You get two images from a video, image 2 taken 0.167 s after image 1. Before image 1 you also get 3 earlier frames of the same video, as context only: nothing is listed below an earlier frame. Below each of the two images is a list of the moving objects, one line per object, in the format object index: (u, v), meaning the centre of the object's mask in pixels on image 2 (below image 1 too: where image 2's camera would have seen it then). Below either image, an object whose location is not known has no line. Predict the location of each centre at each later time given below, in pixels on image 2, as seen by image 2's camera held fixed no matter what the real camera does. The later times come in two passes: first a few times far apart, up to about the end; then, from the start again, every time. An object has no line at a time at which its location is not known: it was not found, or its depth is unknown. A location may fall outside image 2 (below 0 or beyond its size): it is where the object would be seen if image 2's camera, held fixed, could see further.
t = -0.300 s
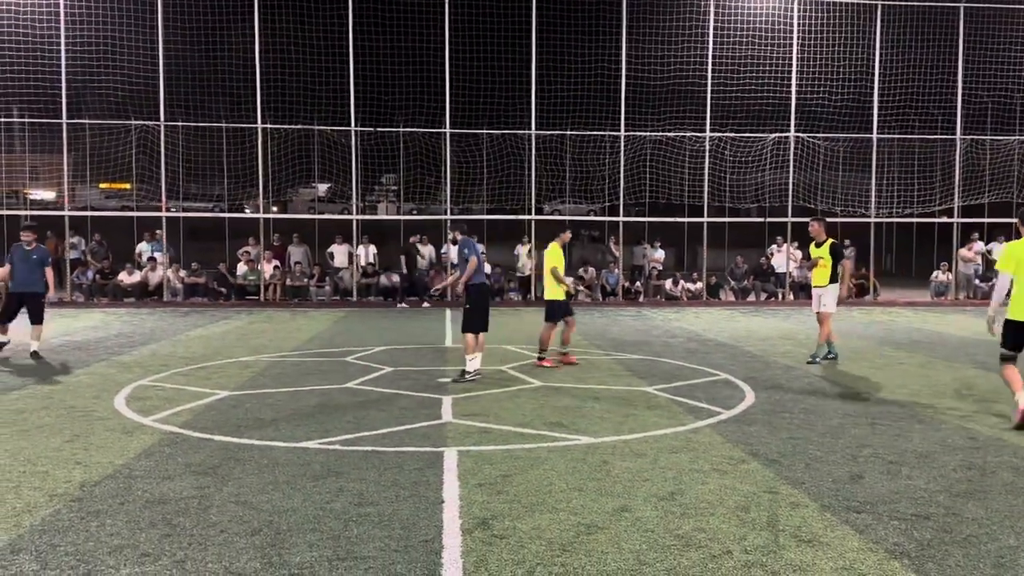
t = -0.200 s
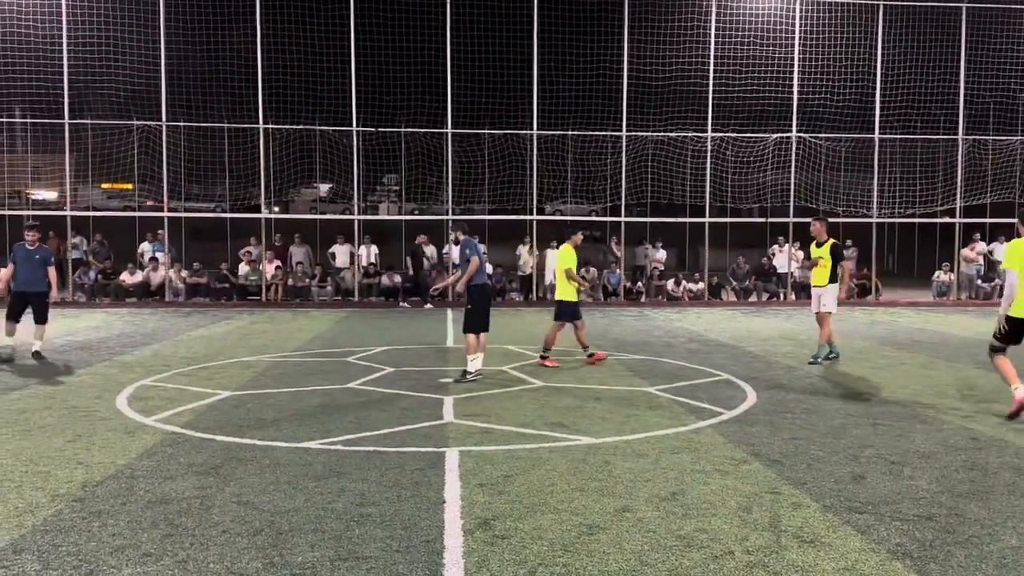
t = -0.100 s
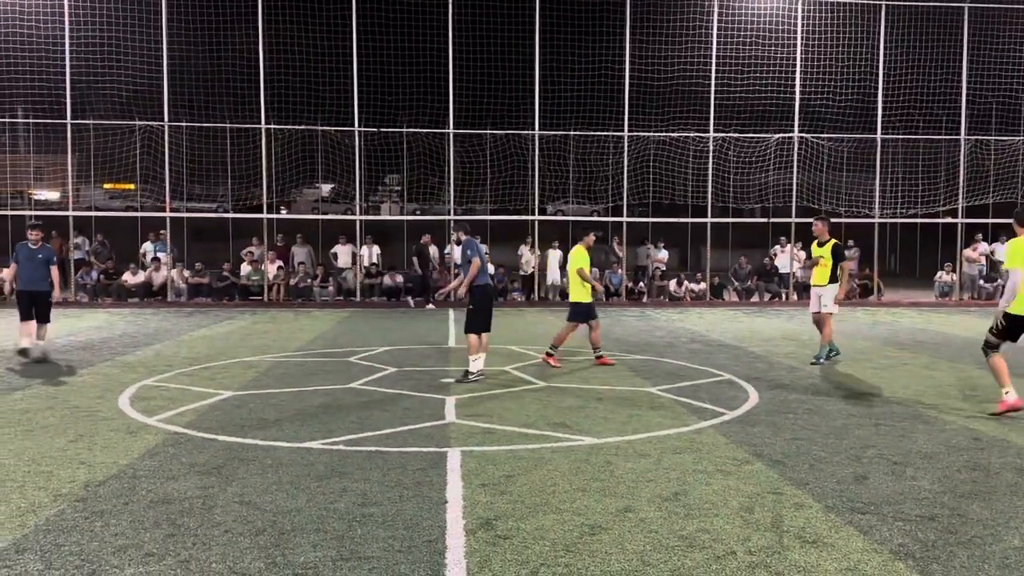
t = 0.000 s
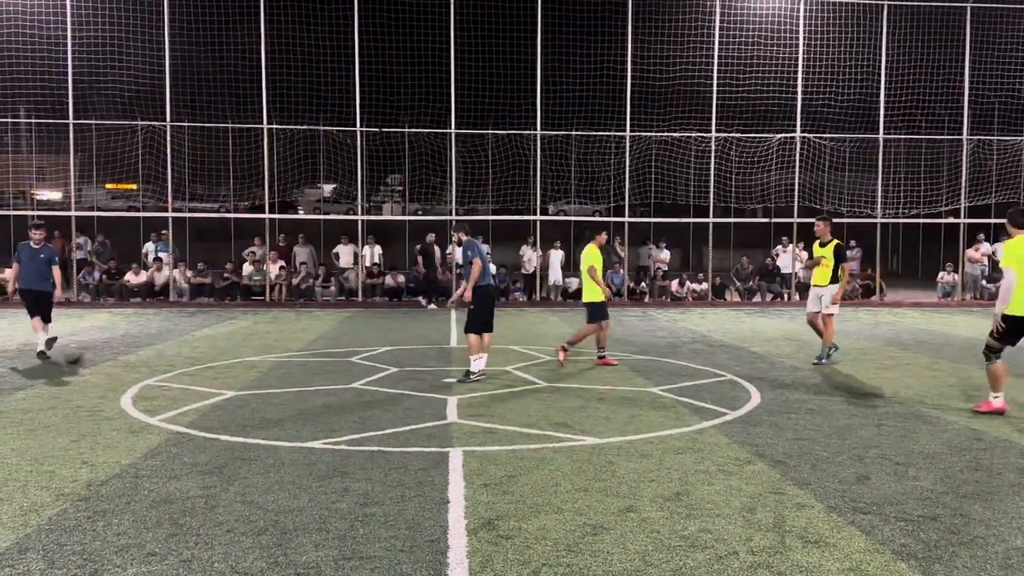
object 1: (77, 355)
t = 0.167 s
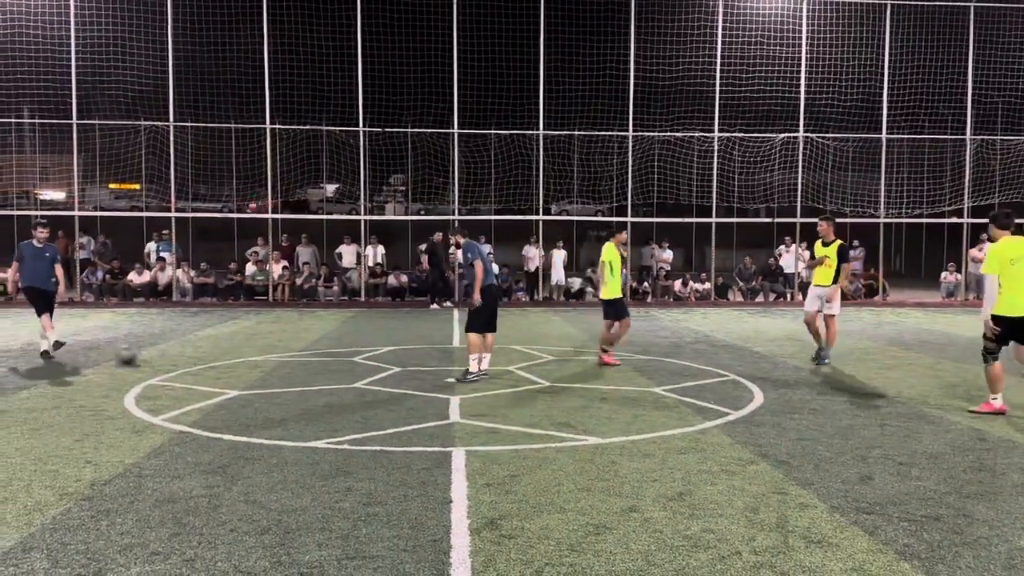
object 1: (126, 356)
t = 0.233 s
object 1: (146, 355)
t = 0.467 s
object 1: (210, 356)
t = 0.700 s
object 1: (276, 357)
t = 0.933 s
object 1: (339, 357)
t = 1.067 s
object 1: (372, 358)
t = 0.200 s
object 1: (136, 354)
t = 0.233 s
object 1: (146, 355)
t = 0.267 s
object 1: (154, 355)
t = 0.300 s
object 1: (164, 354)
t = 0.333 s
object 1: (173, 355)
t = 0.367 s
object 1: (182, 356)
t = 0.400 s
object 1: (192, 355)
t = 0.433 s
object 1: (201, 355)
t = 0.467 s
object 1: (210, 356)
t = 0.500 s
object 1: (220, 356)
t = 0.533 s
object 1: (230, 356)
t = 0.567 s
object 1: (238, 356)
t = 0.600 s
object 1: (249, 356)
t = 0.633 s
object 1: (257, 357)
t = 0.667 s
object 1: (266, 356)
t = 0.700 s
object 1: (276, 357)
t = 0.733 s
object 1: (285, 357)
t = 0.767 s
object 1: (293, 357)
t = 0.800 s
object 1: (303, 358)
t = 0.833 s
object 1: (312, 357)
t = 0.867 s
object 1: (320, 357)
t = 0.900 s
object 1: (330, 358)
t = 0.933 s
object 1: (339, 357)
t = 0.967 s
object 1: (347, 358)
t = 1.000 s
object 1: (356, 358)
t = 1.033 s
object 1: (364, 358)
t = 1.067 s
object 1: (372, 358)
